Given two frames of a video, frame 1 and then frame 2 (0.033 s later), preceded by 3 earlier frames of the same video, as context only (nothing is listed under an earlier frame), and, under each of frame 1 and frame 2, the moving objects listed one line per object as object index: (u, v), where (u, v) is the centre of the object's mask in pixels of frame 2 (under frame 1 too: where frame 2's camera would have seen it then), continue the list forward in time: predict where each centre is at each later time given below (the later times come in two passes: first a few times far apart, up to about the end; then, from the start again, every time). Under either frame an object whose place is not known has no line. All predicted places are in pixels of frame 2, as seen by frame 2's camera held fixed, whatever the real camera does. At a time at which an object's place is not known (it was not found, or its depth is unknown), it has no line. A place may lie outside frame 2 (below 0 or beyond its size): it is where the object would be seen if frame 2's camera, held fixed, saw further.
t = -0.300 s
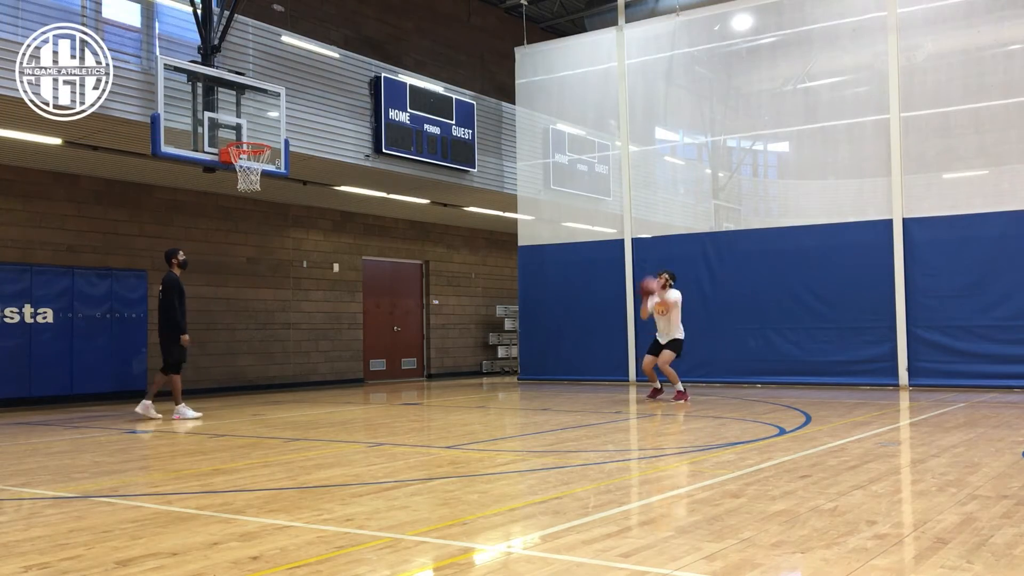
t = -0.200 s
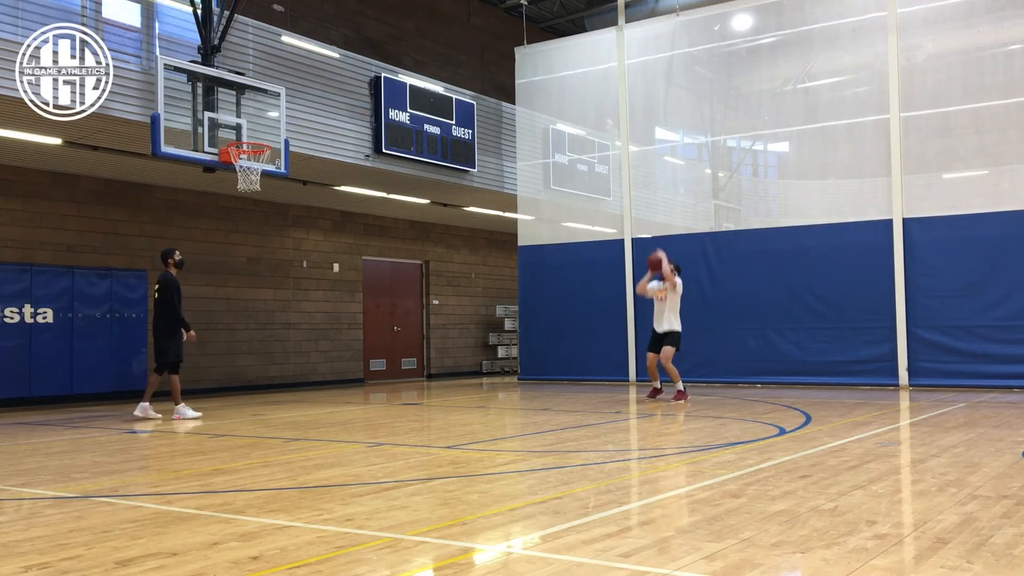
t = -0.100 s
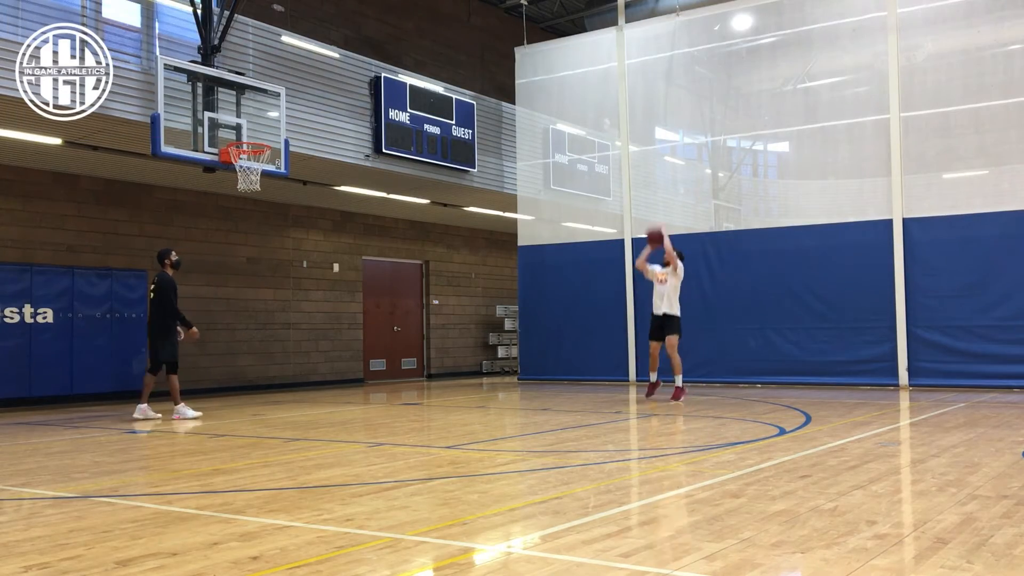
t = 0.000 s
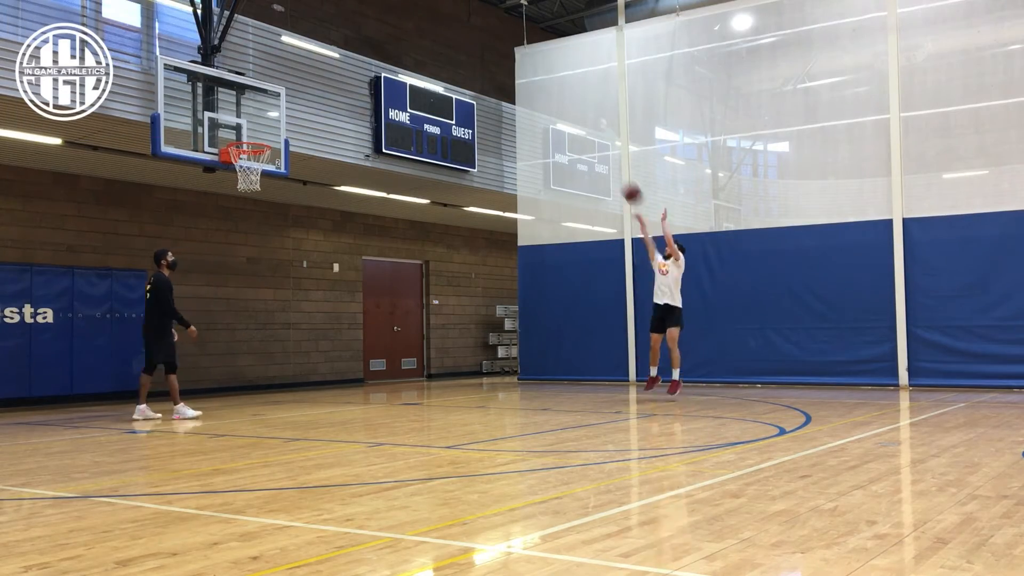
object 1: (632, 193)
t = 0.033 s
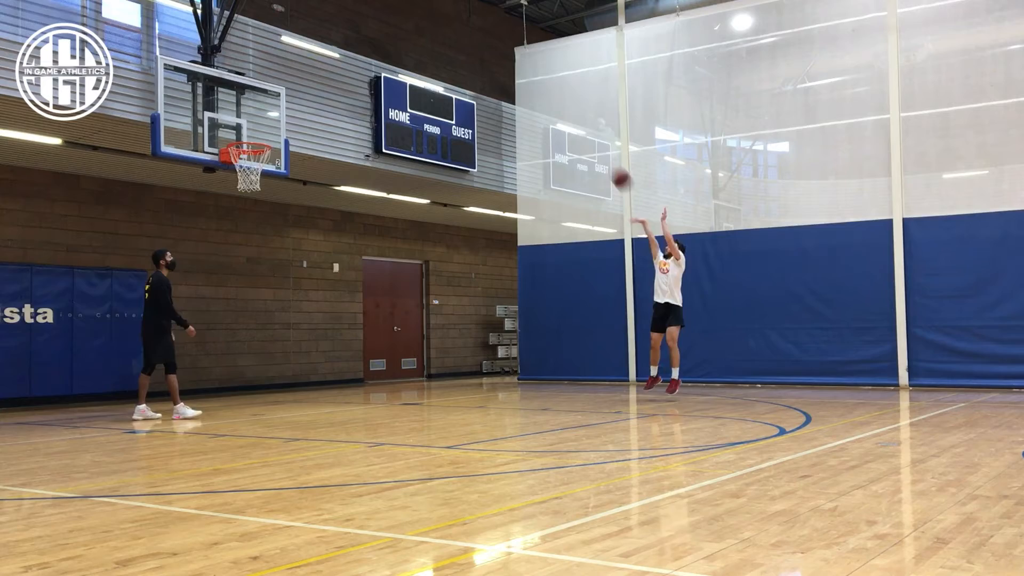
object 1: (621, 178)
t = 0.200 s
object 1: (565, 116)
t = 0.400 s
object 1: (498, 70)
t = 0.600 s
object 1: (427, 53)
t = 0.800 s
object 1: (355, 69)
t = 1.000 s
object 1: (282, 118)
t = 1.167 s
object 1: (228, 165)
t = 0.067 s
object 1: (610, 165)
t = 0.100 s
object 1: (598, 151)
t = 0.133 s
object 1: (587, 139)
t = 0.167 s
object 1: (577, 128)
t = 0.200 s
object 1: (565, 116)
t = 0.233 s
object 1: (554, 107)
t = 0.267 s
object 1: (542, 98)
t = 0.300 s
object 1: (531, 91)
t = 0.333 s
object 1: (519, 82)
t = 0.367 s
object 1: (507, 76)
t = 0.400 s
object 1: (498, 70)
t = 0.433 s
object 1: (486, 65)
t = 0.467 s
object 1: (473, 59)
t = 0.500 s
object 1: (462, 57)
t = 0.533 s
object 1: (450, 55)
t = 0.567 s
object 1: (439, 53)
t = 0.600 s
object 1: (427, 53)
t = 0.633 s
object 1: (415, 53)
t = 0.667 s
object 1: (404, 54)
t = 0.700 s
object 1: (392, 55)
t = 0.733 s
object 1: (380, 58)
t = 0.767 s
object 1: (368, 63)
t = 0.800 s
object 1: (355, 69)
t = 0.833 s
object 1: (344, 75)
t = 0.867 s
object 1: (331, 81)
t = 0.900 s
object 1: (319, 88)
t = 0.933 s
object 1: (307, 97)
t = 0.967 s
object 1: (295, 106)
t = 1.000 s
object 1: (282, 118)
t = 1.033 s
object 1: (269, 129)
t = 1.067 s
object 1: (257, 140)
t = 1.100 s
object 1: (246, 153)
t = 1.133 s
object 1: (232, 166)
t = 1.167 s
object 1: (228, 165)
